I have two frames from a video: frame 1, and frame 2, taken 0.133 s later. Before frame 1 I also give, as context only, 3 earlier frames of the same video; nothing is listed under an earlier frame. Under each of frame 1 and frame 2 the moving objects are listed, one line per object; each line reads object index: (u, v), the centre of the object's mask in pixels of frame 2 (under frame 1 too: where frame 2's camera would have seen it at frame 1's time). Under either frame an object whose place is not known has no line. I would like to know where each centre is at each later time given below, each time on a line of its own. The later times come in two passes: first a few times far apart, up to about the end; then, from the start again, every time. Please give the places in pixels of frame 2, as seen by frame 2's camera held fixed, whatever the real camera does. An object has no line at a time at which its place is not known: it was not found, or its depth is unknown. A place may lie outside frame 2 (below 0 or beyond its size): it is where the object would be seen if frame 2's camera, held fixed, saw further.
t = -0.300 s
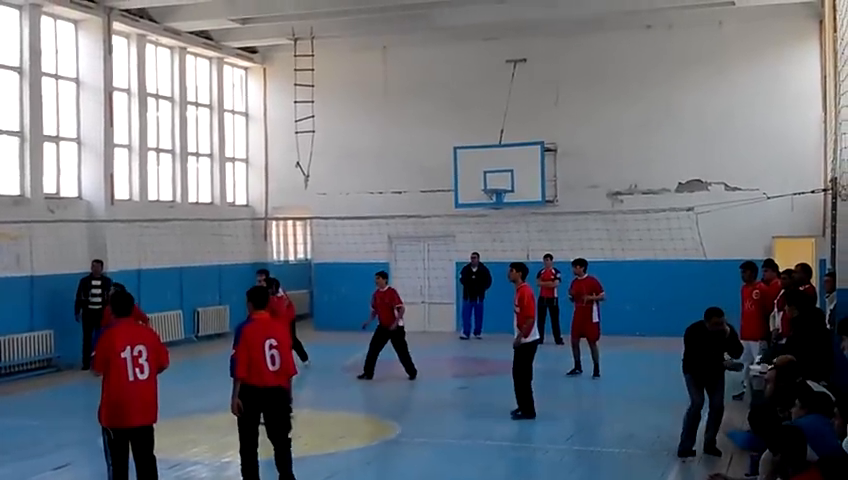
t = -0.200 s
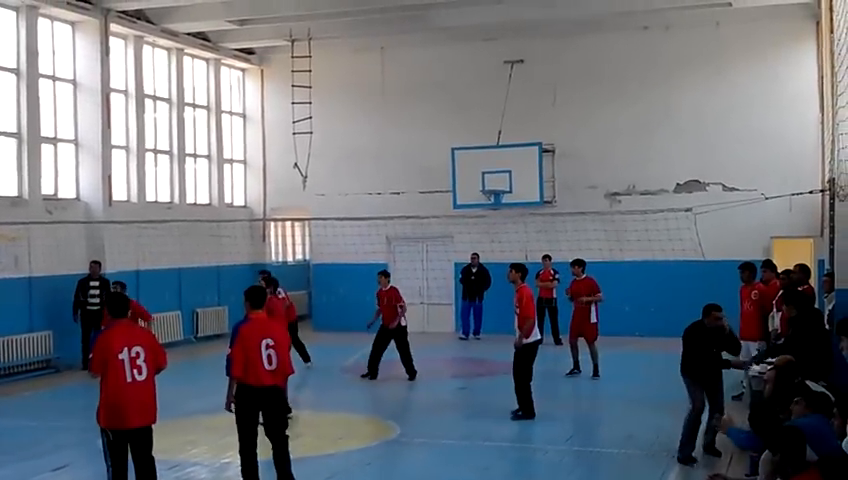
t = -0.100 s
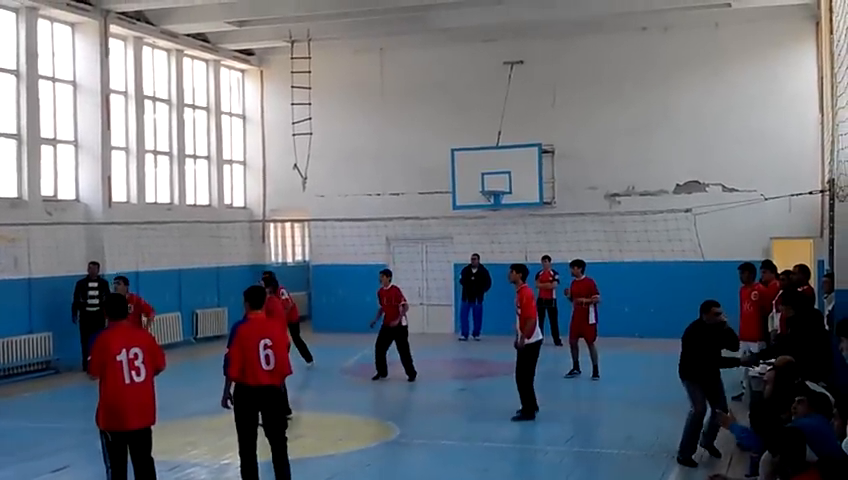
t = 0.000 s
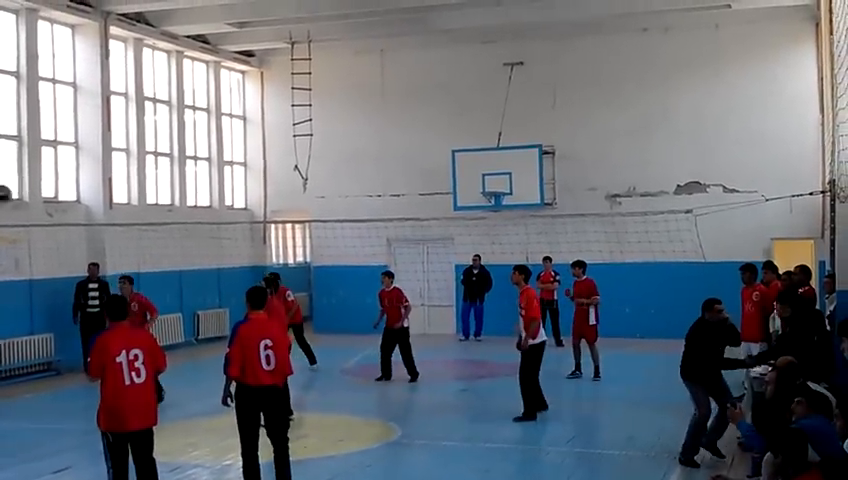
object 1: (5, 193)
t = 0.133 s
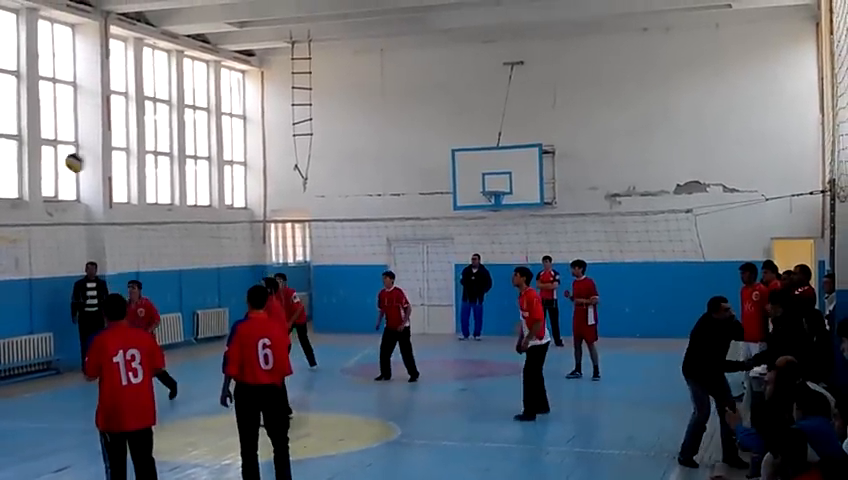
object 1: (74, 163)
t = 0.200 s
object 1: (107, 154)
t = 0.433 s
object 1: (225, 158)
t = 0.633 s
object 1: (319, 200)
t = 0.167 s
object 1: (91, 158)
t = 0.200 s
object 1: (107, 154)
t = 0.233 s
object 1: (126, 152)
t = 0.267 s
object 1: (141, 151)
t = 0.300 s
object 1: (159, 150)
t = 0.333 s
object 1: (174, 151)
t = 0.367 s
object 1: (192, 152)
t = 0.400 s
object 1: (210, 154)
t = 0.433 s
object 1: (225, 158)
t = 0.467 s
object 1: (241, 163)
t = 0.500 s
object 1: (257, 168)
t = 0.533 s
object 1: (274, 175)
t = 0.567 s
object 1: (288, 183)
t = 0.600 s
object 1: (304, 191)
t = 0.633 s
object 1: (319, 200)
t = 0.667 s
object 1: (335, 210)
